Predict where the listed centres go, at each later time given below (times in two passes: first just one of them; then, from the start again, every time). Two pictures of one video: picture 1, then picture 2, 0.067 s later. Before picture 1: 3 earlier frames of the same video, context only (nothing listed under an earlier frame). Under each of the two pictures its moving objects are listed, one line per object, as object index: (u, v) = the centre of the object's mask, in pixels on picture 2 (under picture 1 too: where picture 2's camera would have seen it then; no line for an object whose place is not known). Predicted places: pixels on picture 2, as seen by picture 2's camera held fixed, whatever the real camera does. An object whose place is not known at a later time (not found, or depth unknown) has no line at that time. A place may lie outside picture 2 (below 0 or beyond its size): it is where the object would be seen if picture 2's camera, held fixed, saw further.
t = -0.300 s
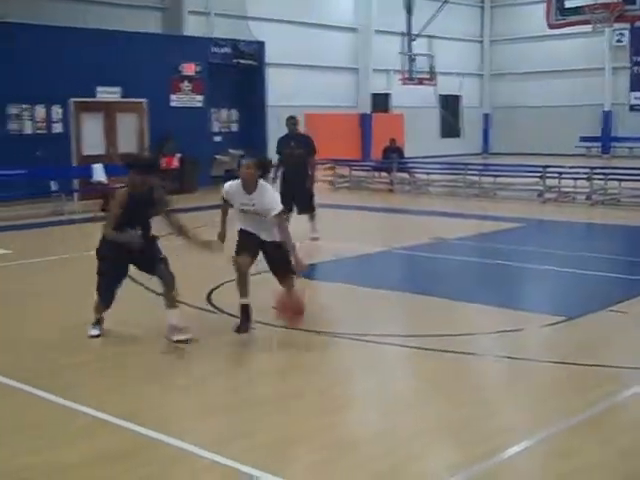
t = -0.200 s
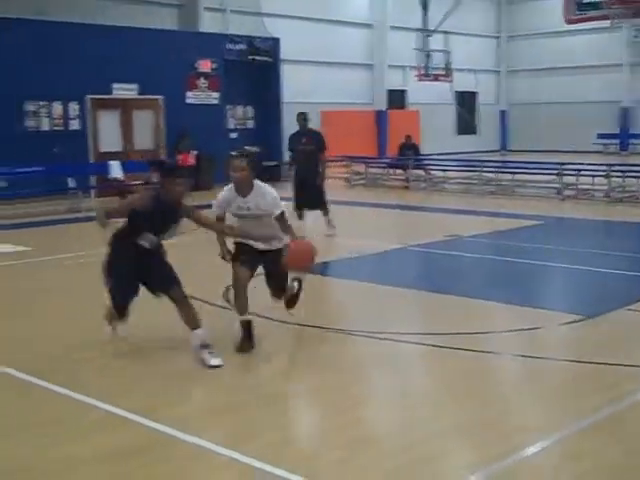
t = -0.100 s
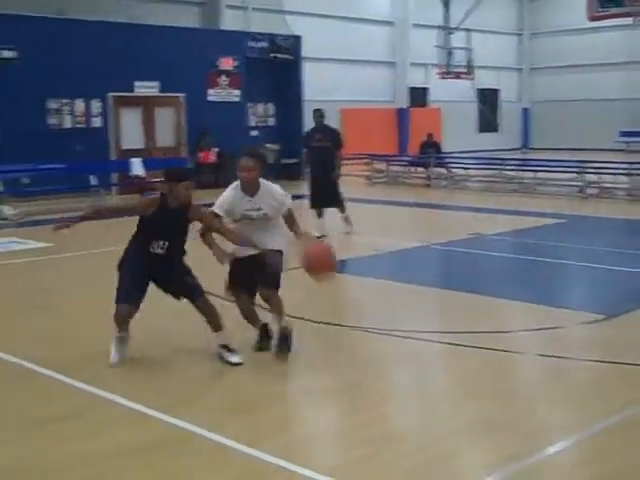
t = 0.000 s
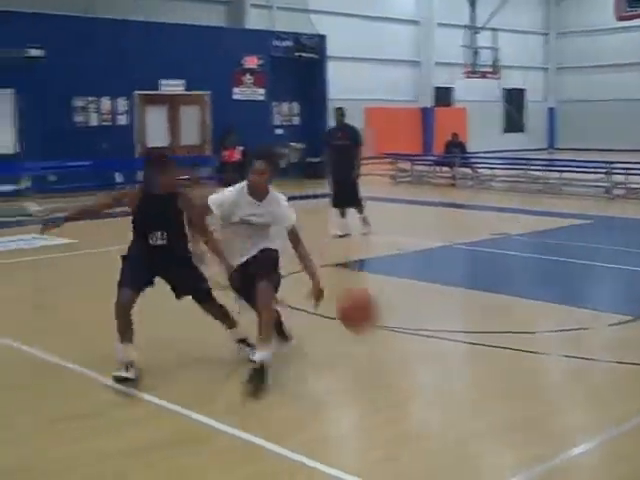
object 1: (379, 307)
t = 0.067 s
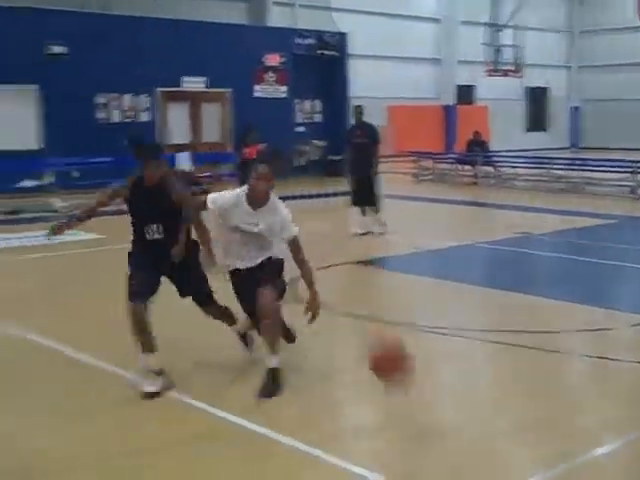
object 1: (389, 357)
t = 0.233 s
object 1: (398, 411)
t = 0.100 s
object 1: (392, 388)
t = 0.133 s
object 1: (402, 432)
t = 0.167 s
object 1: (404, 430)
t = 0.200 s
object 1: (400, 420)
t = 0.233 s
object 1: (398, 411)
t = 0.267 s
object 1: (399, 403)
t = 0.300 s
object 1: (396, 397)
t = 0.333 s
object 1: (394, 393)
